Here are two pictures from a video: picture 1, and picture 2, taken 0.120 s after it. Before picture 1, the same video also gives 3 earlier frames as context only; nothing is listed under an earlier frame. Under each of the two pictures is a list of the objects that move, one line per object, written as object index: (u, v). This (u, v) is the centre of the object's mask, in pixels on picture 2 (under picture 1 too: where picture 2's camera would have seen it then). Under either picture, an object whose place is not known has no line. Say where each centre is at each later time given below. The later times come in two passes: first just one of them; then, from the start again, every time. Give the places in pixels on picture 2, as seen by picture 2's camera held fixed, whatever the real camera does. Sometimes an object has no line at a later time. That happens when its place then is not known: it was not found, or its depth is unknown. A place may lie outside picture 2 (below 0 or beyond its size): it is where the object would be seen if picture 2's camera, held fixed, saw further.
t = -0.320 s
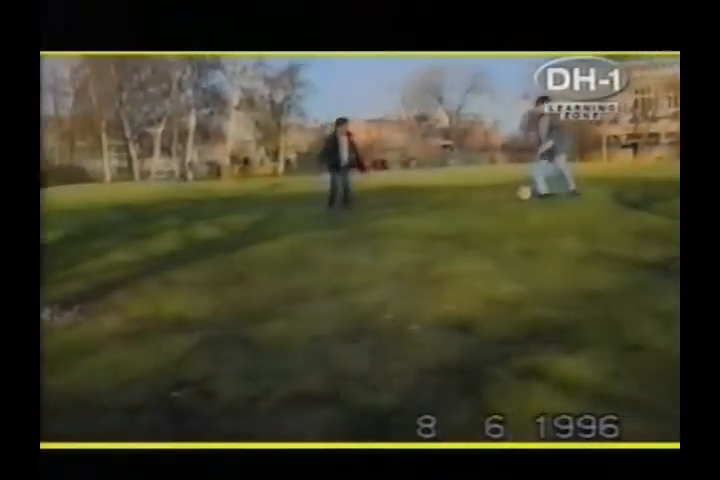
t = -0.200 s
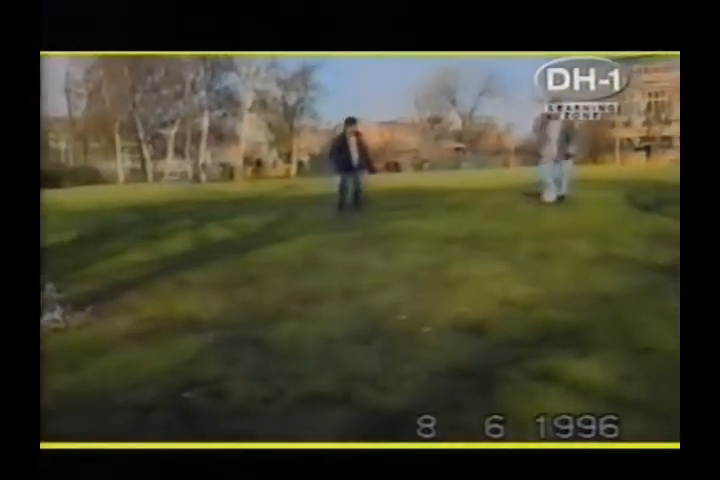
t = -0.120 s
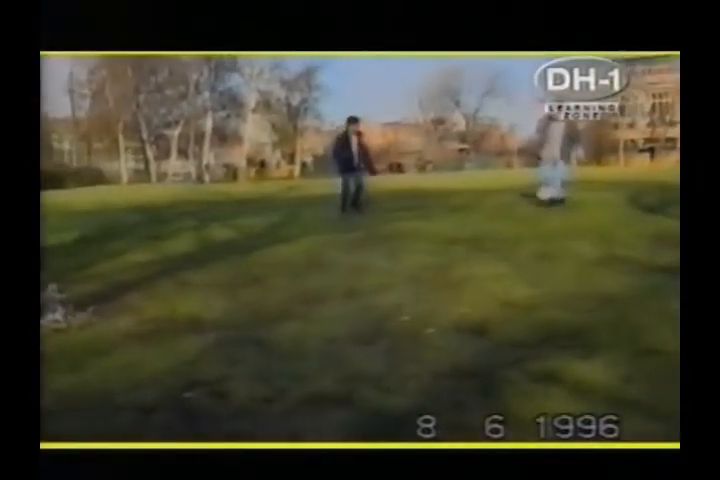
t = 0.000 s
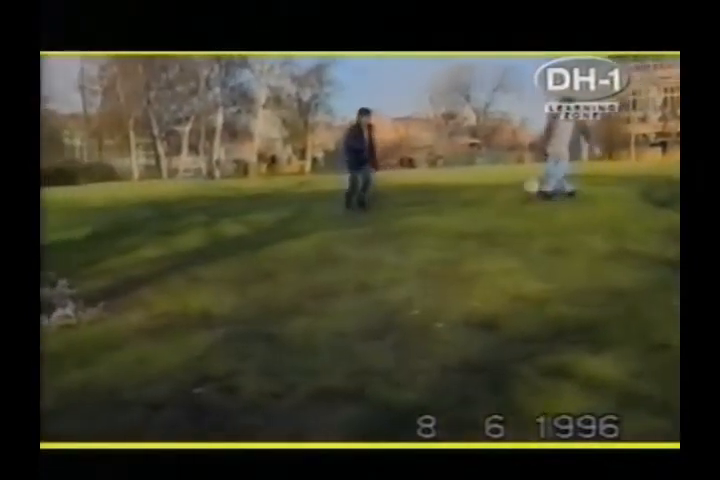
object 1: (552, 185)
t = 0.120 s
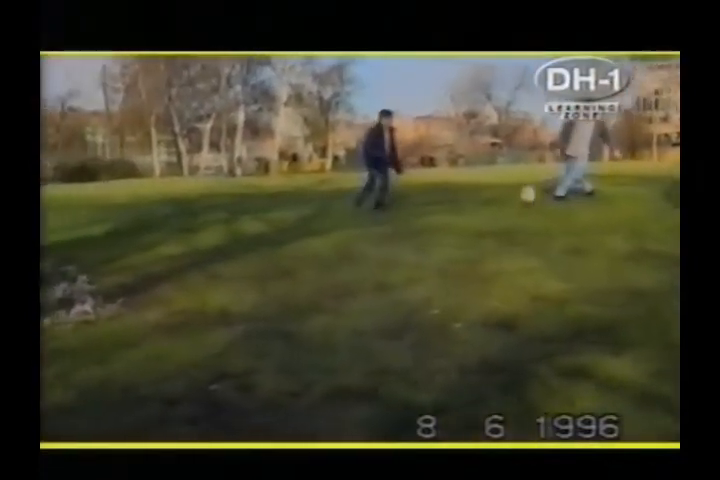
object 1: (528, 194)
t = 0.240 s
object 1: (506, 199)
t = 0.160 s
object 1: (519, 200)
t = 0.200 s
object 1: (513, 200)
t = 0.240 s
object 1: (506, 199)
